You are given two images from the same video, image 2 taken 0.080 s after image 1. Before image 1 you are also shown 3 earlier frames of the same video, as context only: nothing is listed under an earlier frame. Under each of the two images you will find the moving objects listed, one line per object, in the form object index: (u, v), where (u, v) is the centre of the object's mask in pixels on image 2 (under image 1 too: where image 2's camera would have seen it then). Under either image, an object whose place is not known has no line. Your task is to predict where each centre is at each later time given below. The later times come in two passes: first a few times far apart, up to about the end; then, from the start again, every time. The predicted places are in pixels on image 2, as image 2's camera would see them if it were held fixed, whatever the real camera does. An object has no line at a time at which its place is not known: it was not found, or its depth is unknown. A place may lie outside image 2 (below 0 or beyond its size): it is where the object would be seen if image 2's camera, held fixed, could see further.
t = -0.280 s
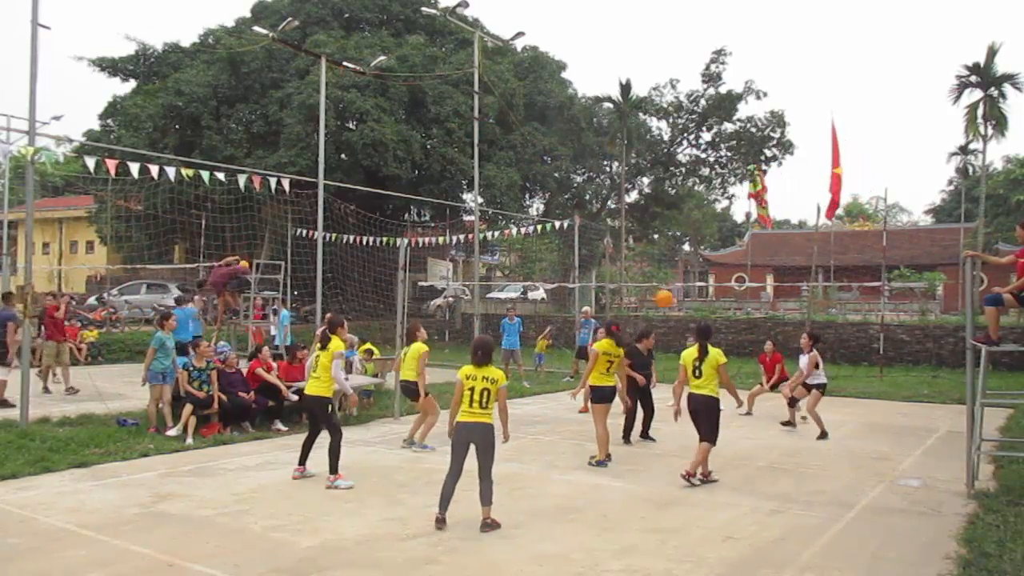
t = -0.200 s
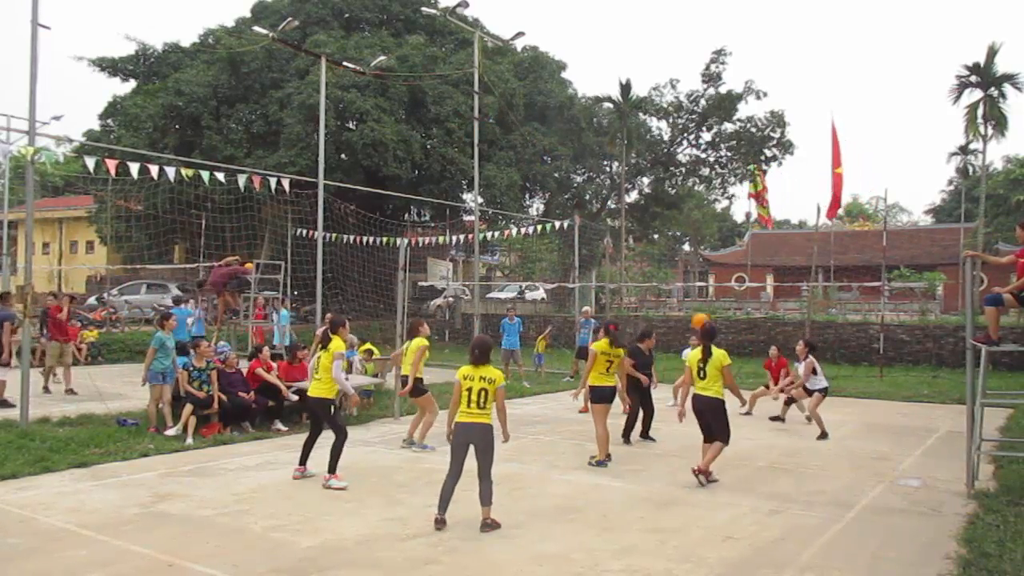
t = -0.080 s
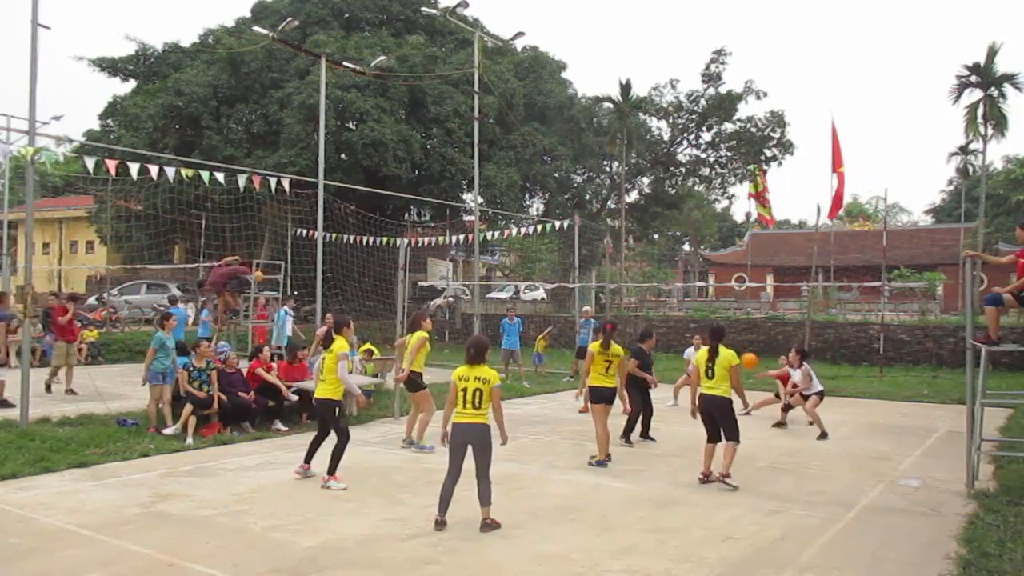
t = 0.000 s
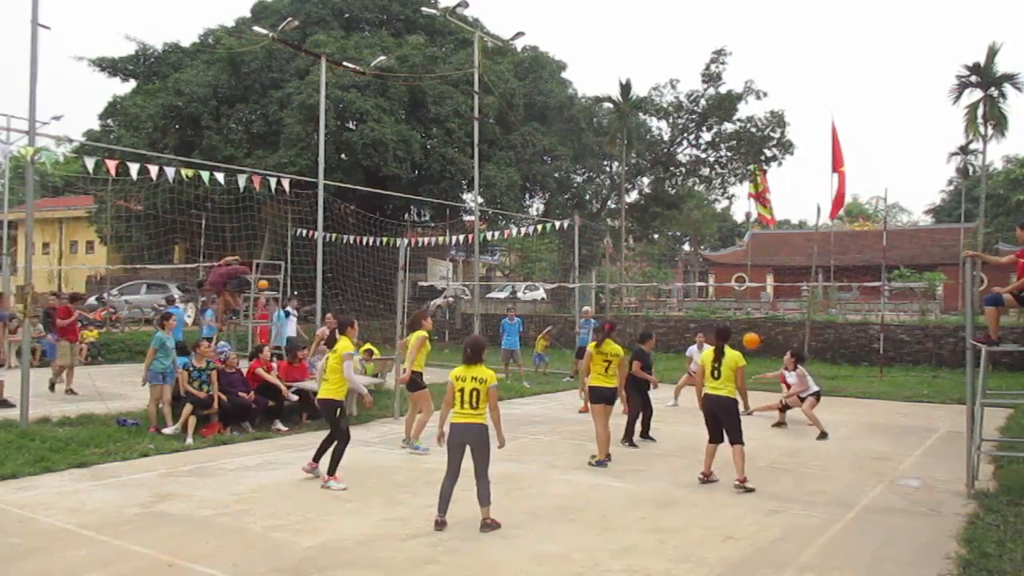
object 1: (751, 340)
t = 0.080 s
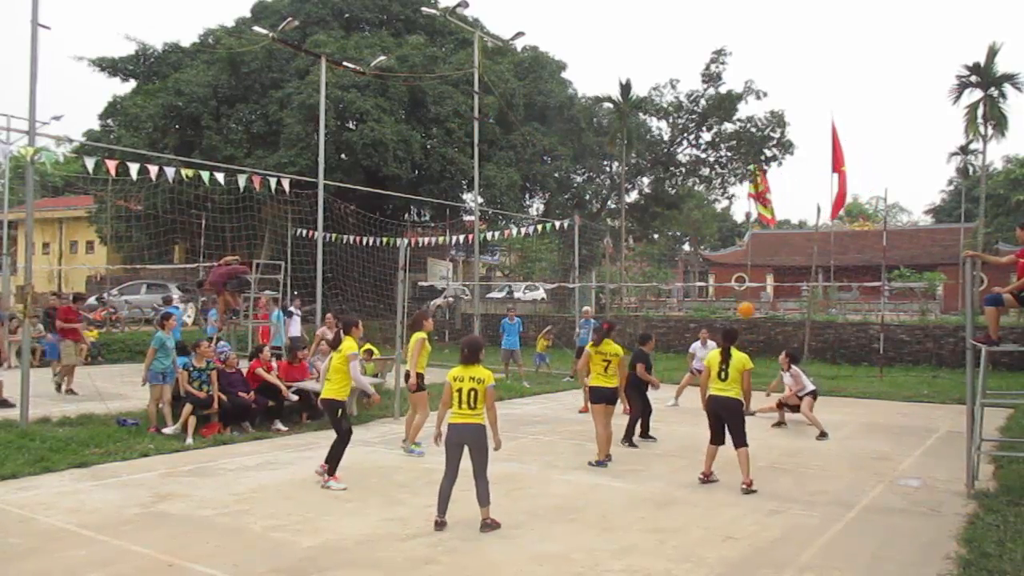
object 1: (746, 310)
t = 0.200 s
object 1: (736, 272)
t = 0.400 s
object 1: (722, 234)
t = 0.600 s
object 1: (707, 222)
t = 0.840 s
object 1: (690, 239)
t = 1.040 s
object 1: (676, 277)
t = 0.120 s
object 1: (742, 296)
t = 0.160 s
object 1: (739, 282)
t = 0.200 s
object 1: (736, 272)
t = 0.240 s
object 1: (733, 262)
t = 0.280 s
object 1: (730, 252)
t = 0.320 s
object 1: (727, 245)
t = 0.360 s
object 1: (724, 239)
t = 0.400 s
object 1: (722, 234)
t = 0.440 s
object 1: (719, 229)
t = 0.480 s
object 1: (716, 226)
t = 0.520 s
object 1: (713, 223)
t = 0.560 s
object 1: (710, 222)
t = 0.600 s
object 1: (707, 222)
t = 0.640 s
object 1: (704, 222)
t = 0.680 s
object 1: (701, 224)
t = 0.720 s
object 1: (698, 226)
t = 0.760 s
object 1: (695, 230)
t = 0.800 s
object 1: (693, 234)
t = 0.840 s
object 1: (690, 239)
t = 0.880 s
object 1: (687, 246)
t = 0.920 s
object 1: (685, 252)
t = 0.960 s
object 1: (681, 261)
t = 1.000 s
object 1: (679, 269)
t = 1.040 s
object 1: (676, 277)
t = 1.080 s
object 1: (672, 290)
